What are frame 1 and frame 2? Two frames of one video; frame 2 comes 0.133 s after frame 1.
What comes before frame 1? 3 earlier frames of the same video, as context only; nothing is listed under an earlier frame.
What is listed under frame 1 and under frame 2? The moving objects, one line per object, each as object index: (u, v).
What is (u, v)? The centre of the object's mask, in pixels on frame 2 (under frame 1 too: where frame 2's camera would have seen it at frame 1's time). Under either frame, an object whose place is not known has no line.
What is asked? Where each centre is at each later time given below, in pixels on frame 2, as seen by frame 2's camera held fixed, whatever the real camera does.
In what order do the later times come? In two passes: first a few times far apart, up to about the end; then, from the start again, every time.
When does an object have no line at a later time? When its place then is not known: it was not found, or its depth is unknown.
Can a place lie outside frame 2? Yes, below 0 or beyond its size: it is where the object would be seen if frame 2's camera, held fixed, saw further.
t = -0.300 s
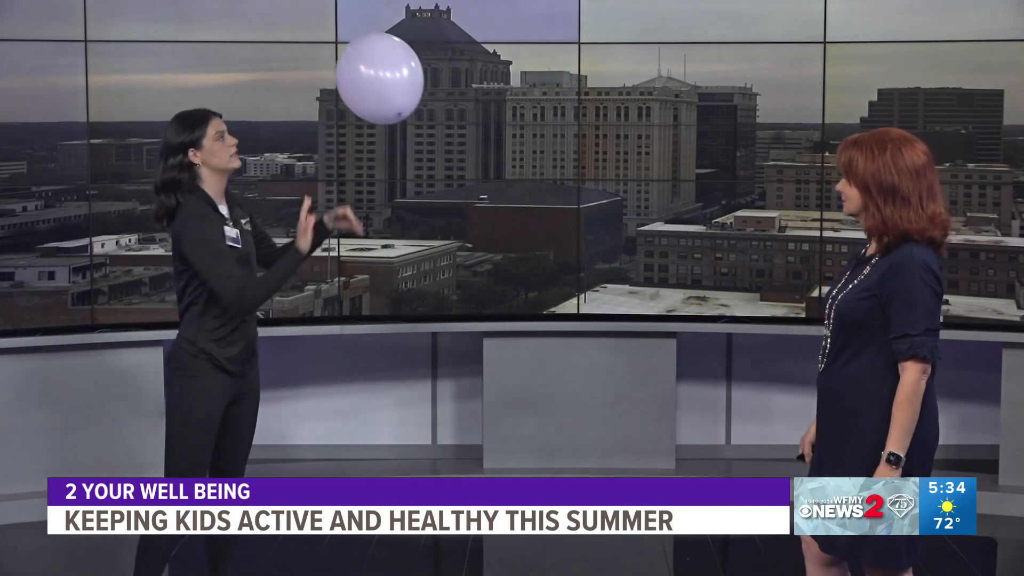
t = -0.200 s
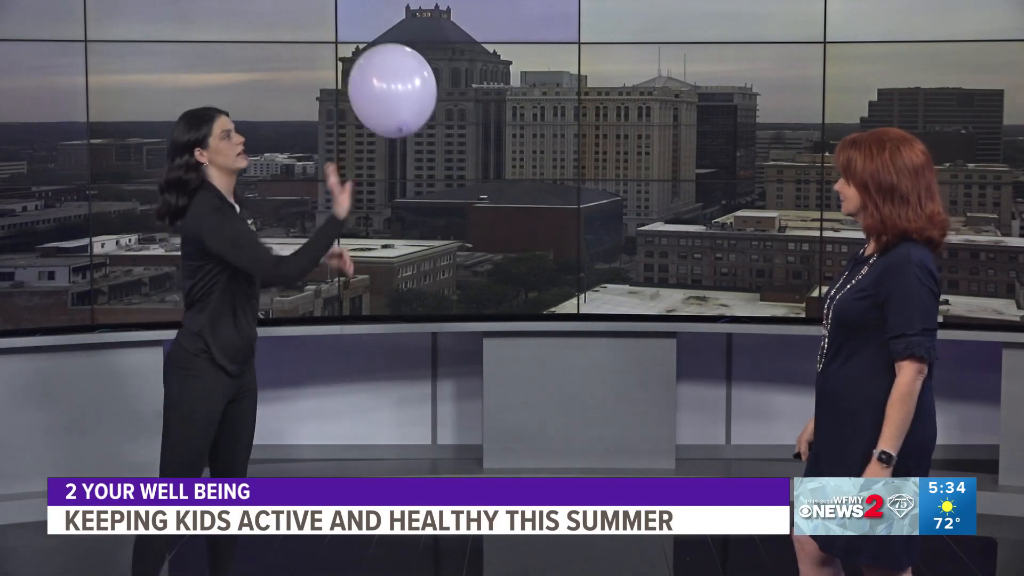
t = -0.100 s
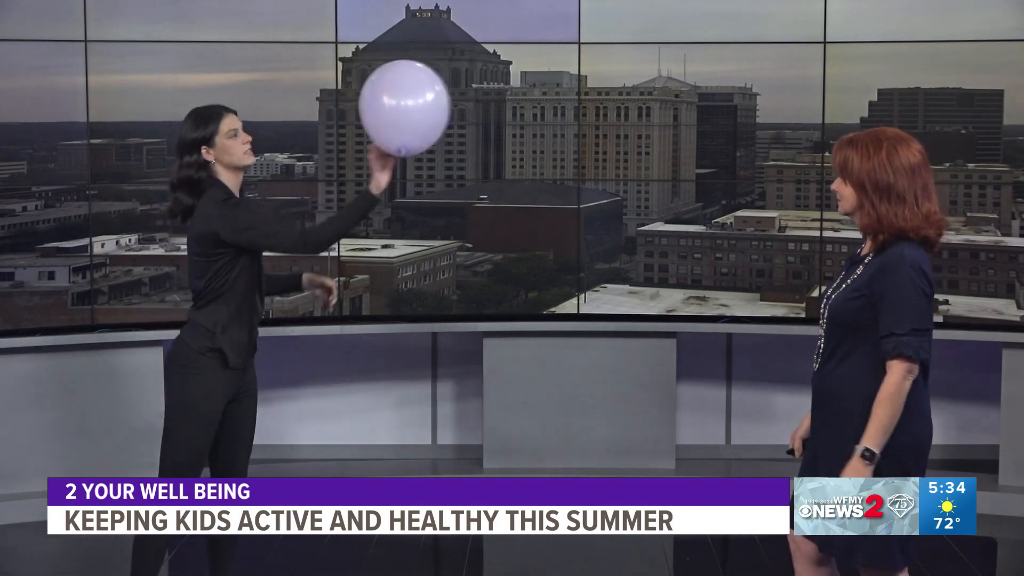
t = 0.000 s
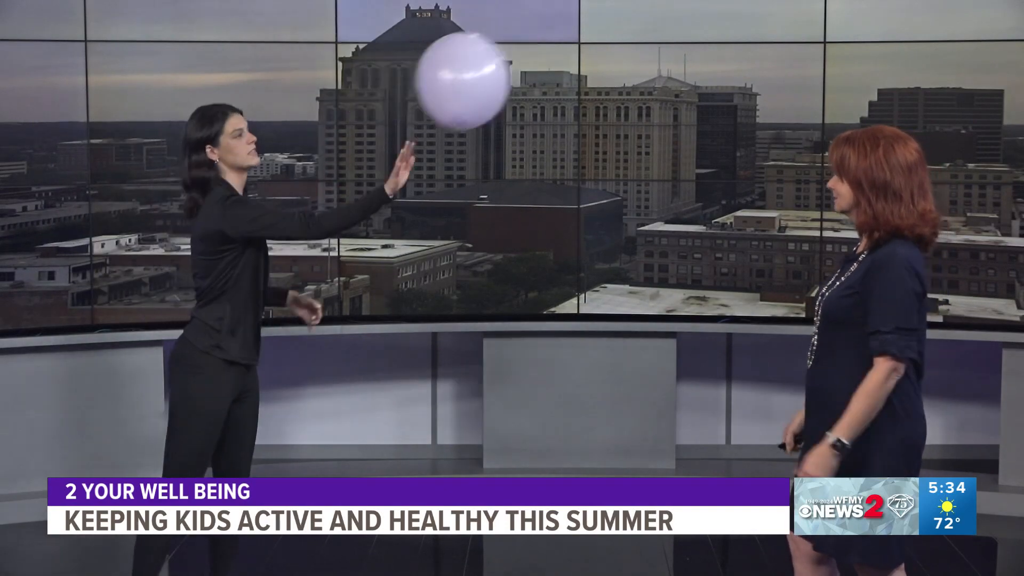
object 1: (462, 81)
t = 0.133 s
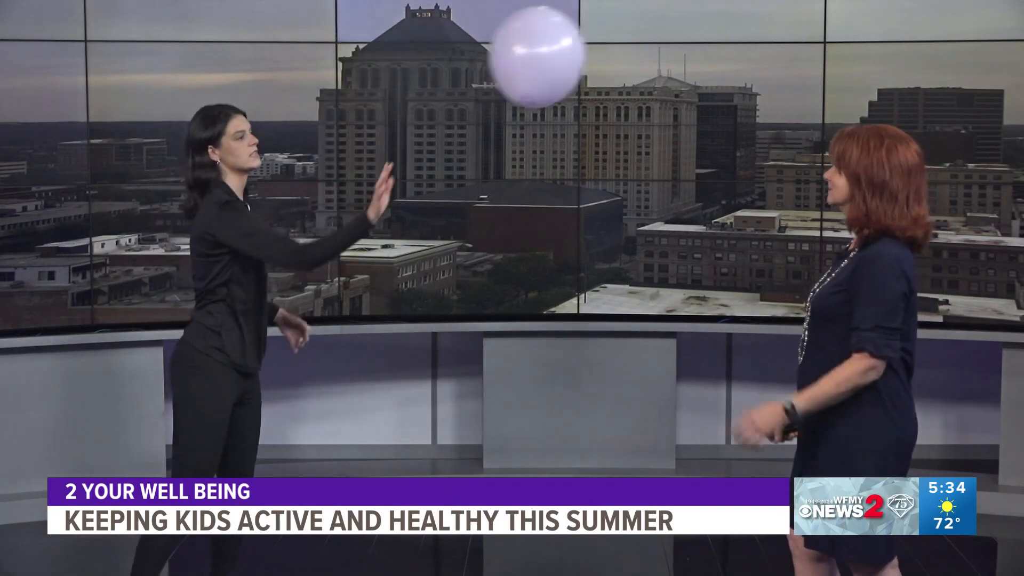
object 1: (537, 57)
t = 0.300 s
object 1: (607, 49)
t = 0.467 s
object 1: (648, 64)
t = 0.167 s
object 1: (554, 53)
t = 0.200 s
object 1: (570, 50)
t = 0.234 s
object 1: (584, 49)
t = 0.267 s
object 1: (596, 49)
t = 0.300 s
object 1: (607, 49)
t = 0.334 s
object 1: (618, 50)
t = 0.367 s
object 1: (627, 52)
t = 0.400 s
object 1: (635, 55)
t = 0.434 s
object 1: (642, 59)
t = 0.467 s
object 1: (648, 64)
